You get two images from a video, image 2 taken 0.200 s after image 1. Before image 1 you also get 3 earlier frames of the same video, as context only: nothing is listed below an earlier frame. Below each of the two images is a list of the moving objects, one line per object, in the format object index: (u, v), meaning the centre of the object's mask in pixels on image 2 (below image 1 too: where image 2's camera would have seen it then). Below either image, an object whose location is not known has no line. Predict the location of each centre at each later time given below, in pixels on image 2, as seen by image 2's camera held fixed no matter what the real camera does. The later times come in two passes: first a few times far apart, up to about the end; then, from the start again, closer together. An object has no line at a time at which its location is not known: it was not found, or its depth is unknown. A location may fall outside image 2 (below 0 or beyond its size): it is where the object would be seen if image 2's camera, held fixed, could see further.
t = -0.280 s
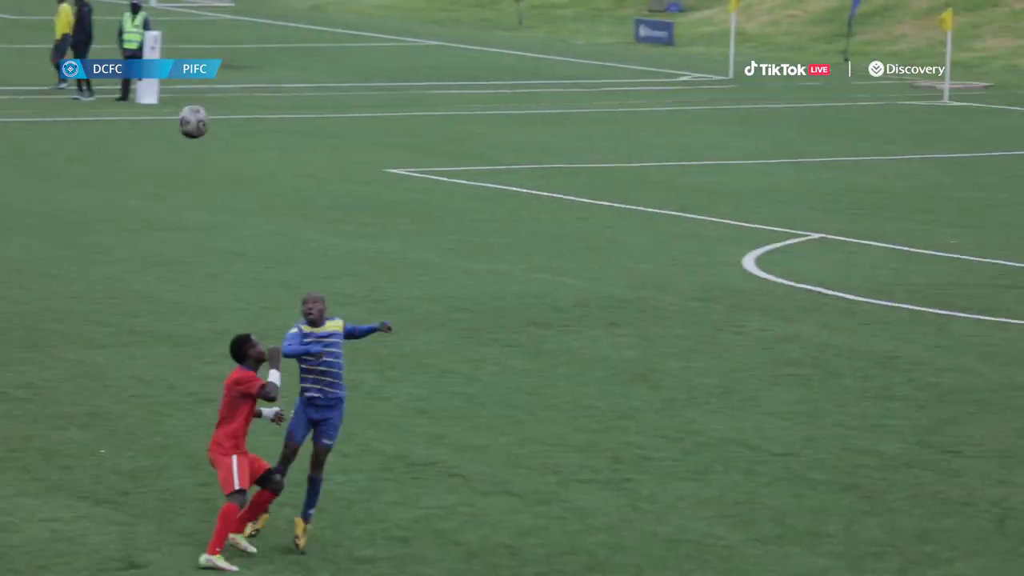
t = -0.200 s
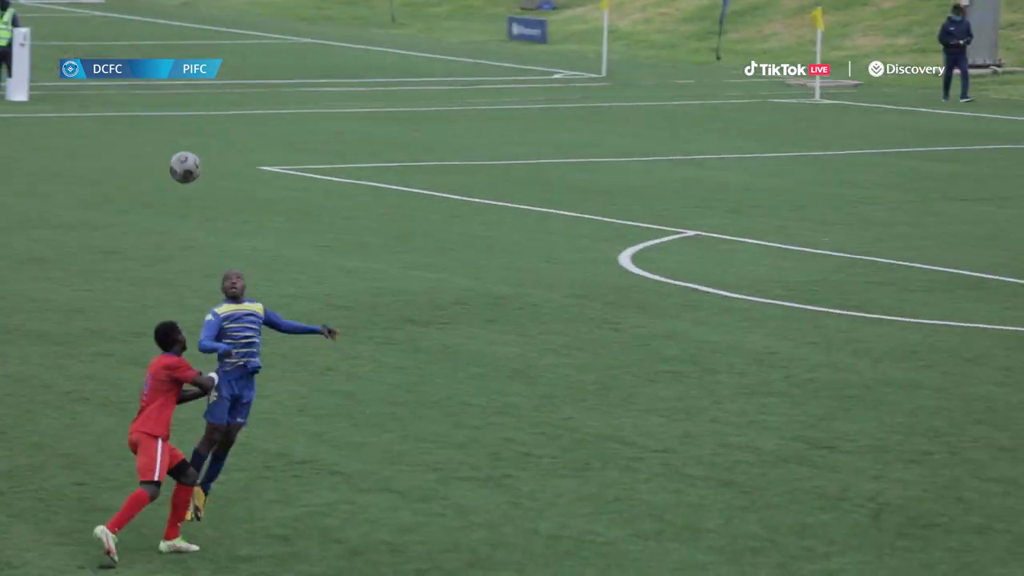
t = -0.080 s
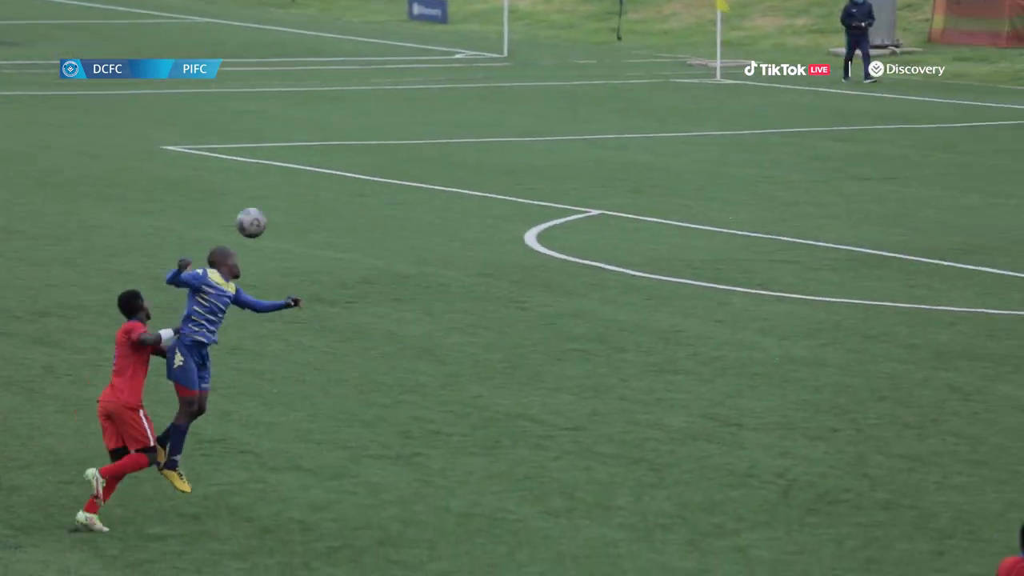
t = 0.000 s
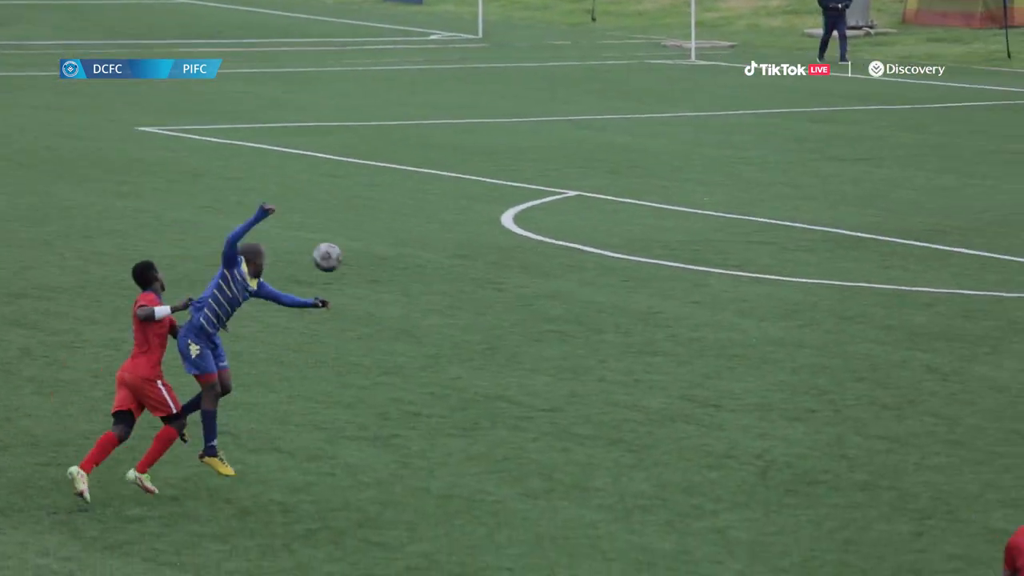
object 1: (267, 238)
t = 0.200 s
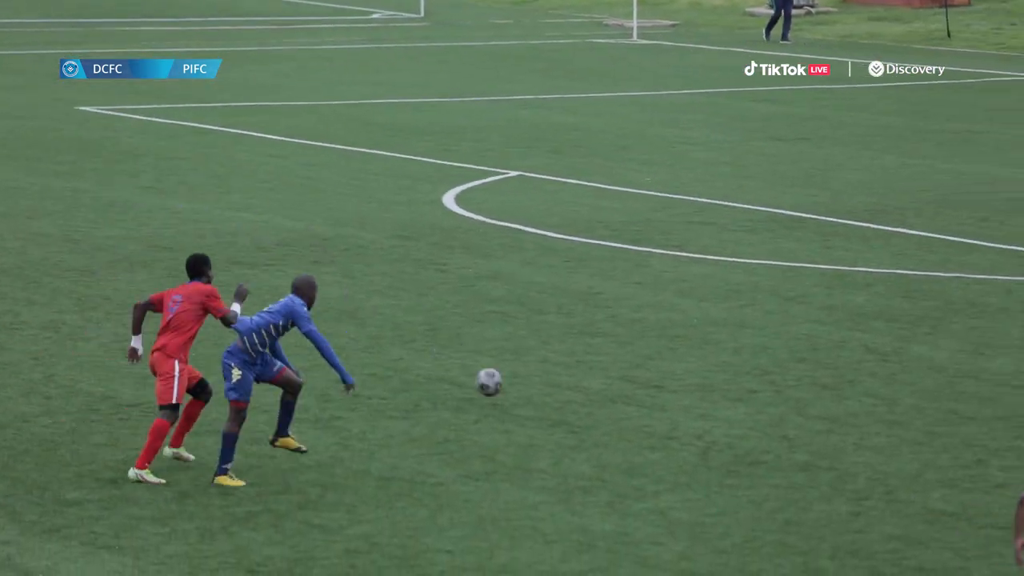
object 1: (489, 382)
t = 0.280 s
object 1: (531, 346)
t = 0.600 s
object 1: (644, 186)
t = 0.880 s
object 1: (736, 152)
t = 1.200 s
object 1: (838, 222)
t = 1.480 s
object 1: (921, 274)
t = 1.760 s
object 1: (1006, 213)
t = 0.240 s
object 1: (515, 377)
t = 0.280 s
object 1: (531, 346)
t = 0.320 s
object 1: (546, 319)
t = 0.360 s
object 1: (562, 293)
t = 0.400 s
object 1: (576, 270)
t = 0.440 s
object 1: (592, 248)
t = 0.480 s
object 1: (604, 231)
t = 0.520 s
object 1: (617, 213)
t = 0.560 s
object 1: (630, 199)
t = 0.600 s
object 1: (644, 186)
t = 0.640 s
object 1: (657, 176)
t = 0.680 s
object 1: (670, 167)
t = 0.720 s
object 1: (683, 161)
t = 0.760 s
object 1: (696, 155)
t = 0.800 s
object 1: (709, 153)
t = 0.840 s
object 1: (722, 152)
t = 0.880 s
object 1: (736, 152)
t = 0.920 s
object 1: (748, 155)
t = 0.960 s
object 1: (762, 160)
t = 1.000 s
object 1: (774, 166)
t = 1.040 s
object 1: (787, 174)
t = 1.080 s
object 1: (799, 183)
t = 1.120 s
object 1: (813, 195)
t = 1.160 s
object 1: (824, 208)
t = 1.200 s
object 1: (838, 222)
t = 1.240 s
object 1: (851, 237)
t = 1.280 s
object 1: (863, 256)
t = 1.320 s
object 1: (874, 277)
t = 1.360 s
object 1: (884, 300)
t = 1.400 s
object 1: (896, 309)
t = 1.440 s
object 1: (909, 290)
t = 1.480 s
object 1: (921, 274)
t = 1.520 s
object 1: (934, 260)
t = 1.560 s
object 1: (946, 248)
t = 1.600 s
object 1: (959, 237)
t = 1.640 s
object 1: (971, 228)
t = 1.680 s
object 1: (981, 222)
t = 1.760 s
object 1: (1006, 213)
